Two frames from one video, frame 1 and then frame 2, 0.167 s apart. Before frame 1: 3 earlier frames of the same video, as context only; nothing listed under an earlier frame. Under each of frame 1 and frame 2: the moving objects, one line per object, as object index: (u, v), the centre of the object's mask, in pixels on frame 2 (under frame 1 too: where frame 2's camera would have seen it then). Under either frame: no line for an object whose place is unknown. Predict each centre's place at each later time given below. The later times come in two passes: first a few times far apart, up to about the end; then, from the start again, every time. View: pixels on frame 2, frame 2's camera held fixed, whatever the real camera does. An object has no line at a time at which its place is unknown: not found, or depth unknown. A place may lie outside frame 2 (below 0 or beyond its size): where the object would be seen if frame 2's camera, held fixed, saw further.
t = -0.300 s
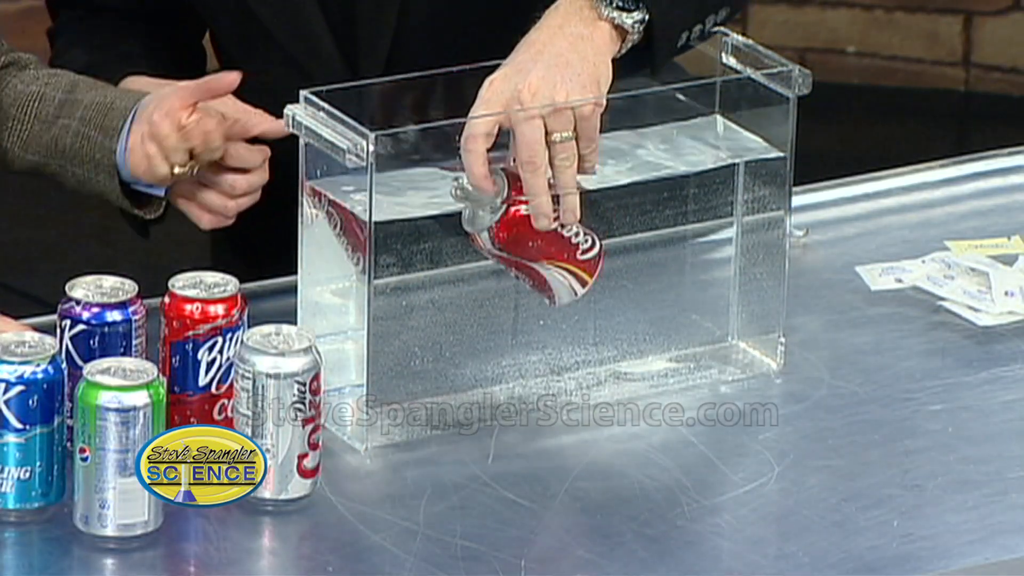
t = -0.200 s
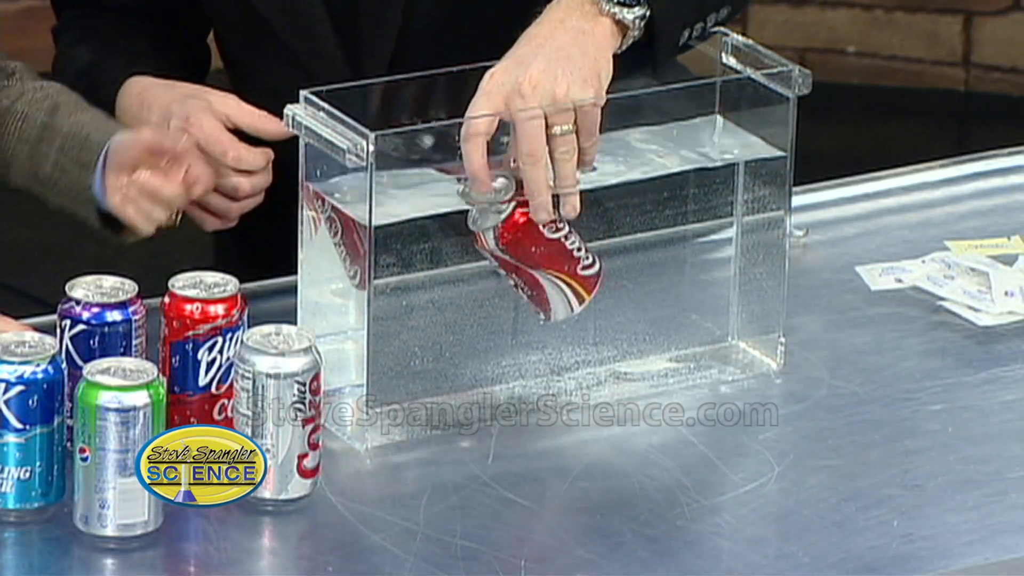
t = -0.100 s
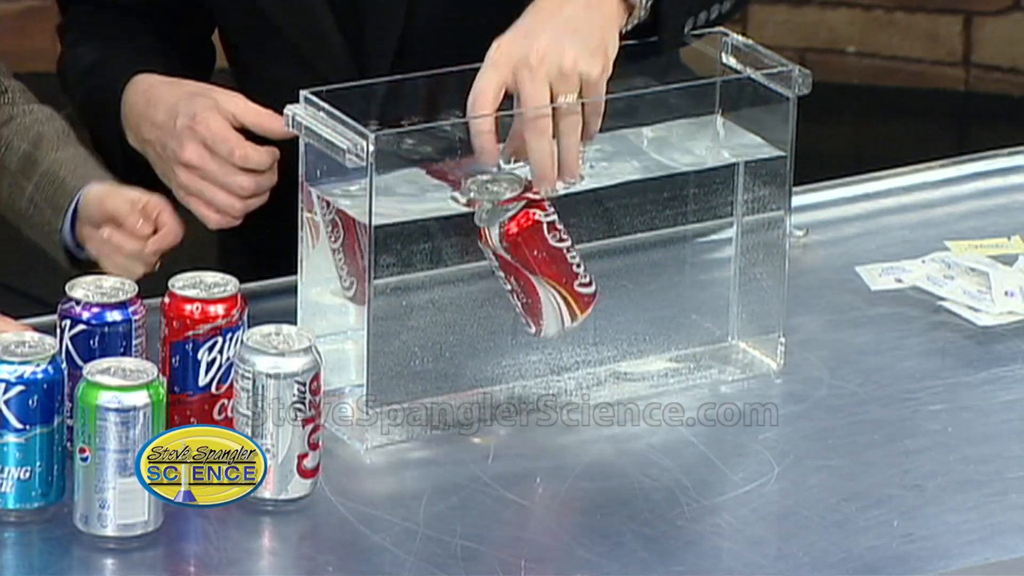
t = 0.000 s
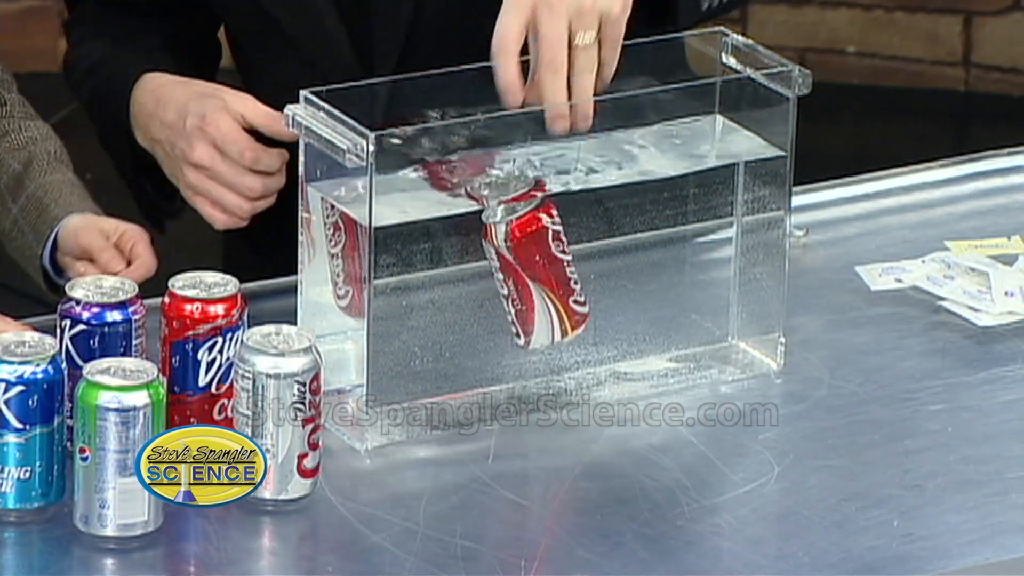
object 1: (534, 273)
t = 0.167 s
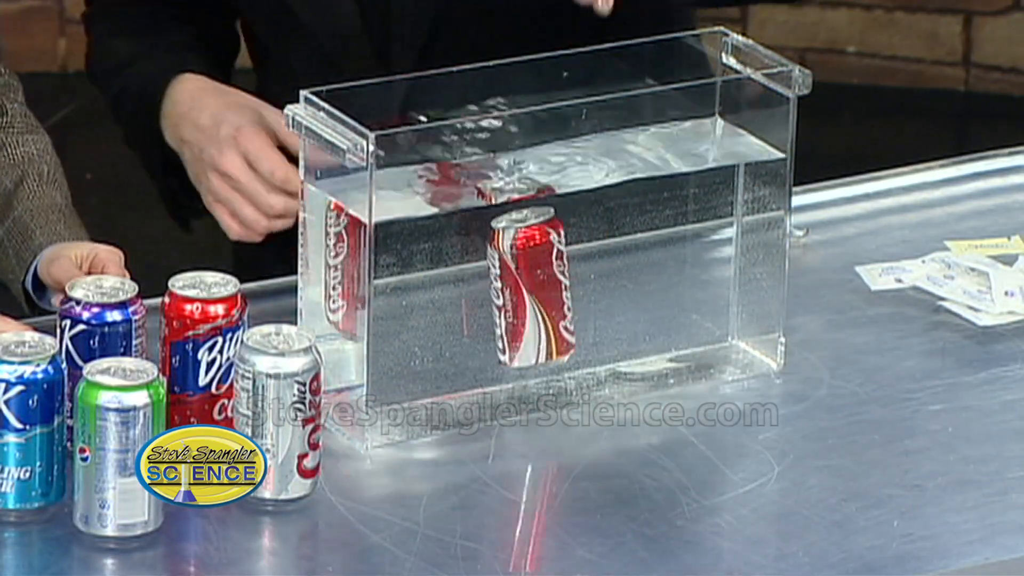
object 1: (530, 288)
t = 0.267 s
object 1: (528, 299)
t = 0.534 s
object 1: (526, 311)
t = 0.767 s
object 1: (522, 305)
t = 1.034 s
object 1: (518, 301)
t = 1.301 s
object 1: (517, 300)
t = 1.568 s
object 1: (514, 301)
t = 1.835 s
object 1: (511, 303)
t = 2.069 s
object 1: (510, 308)
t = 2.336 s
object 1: (507, 315)
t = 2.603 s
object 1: (505, 318)
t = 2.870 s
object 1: (504, 317)
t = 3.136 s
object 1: (500, 318)
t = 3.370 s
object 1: (500, 318)
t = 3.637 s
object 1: (499, 319)
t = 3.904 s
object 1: (498, 319)
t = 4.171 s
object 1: (498, 319)
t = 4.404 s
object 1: (498, 319)
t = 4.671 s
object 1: (497, 319)
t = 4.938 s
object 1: (497, 319)
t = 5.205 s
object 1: (497, 319)
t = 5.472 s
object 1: (497, 319)
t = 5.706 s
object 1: (497, 319)
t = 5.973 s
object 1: (497, 319)
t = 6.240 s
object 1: (497, 319)
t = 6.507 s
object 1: (497, 319)
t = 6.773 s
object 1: (497, 319)
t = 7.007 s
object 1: (497, 319)
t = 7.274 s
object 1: (497, 319)
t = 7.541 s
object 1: (497, 319)
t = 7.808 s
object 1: (497, 319)
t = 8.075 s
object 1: (497, 319)
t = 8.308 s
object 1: (497, 319)
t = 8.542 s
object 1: (496, 319)
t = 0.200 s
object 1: (529, 292)
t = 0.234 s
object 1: (529, 296)
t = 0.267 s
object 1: (528, 299)
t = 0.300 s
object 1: (528, 302)
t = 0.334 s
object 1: (528, 305)
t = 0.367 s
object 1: (527, 308)
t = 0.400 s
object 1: (527, 311)
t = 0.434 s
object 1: (526, 315)
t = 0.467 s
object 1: (526, 313)
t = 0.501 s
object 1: (526, 312)
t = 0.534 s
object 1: (526, 311)
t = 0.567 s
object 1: (525, 310)
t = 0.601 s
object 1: (525, 309)
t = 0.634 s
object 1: (524, 308)
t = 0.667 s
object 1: (523, 308)
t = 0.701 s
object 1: (523, 307)
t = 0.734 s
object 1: (522, 306)
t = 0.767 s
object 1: (522, 305)
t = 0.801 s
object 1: (521, 305)
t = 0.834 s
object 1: (520, 304)
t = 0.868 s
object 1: (520, 303)
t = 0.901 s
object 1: (520, 302)
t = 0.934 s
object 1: (519, 302)
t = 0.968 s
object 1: (519, 301)
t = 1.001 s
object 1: (519, 301)
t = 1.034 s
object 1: (518, 301)
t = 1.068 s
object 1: (518, 301)
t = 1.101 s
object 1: (518, 301)
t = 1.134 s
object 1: (518, 300)
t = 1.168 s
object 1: (517, 301)
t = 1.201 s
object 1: (517, 300)
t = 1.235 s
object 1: (517, 300)
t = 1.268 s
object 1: (517, 300)
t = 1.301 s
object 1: (517, 300)
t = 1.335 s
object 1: (517, 299)
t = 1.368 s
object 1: (517, 300)
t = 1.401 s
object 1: (516, 300)
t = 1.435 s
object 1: (516, 300)
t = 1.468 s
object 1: (515, 300)
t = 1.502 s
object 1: (515, 300)
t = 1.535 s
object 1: (514, 300)
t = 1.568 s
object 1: (514, 301)
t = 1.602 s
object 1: (513, 301)
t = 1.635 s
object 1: (513, 301)
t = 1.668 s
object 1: (512, 302)
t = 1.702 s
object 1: (512, 302)
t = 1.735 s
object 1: (512, 302)
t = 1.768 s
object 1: (512, 302)
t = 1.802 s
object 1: (511, 303)
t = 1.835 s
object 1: (511, 303)
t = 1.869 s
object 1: (511, 304)
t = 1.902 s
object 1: (511, 304)
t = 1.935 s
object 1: (511, 305)
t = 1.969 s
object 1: (511, 306)
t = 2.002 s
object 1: (511, 306)
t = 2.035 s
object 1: (510, 307)
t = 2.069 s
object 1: (510, 308)
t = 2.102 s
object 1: (510, 308)
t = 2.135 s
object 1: (509, 310)
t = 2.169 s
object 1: (509, 311)
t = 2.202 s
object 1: (508, 311)
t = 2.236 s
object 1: (508, 312)
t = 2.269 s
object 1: (508, 313)
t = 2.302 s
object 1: (507, 314)
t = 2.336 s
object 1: (507, 315)
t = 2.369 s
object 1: (507, 316)
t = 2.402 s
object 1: (507, 317)
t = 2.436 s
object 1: (507, 318)
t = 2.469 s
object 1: (506, 318)
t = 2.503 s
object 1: (506, 318)
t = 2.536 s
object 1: (506, 318)
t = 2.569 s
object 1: (505, 318)
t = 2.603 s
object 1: (505, 318)
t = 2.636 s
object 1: (505, 318)
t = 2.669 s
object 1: (505, 317)
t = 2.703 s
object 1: (505, 317)
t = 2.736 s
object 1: (504, 317)
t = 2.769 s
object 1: (504, 317)
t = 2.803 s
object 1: (504, 317)
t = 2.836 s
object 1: (504, 317)
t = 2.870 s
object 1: (504, 317)
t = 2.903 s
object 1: (503, 317)
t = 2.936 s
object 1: (503, 317)
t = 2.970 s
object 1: (503, 317)
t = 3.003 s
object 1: (502, 317)
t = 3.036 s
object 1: (501, 318)
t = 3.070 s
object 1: (500, 318)
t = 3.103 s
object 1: (500, 318)
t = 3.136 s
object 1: (500, 318)
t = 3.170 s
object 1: (500, 318)
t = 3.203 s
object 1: (500, 318)
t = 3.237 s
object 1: (500, 318)
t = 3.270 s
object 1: (500, 318)
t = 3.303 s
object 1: (500, 318)
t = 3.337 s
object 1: (500, 318)
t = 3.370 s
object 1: (500, 318)
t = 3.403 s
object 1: (500, 318)
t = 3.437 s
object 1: (500, 318)
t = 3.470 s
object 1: (500, 318)
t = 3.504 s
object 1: (500, 318)
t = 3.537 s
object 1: (499, 319)
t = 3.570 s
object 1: (499, 319)
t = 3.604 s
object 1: (499, 319)
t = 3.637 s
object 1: (499, 319)
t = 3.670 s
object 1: (499, 319)
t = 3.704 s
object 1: (498, 319)
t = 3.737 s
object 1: (498, 319)
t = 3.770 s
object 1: (498, 319)
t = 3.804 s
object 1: (498, 319)
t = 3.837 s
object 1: (498, 319)
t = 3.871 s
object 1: (498, 319)
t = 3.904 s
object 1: (498, 319)
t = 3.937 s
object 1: (498, 319)
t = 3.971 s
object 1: (498, 319)
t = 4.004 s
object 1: (498, 319)
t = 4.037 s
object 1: (498, 319)
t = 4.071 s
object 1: (498, 319)
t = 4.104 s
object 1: (498, 319)
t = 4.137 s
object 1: (498, 319)
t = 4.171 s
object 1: (498, 319)
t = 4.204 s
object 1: (498, 319)
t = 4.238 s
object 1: (498, 319)
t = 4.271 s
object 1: (498, 319)
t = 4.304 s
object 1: (498, 319)
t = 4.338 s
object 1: (498, 319)
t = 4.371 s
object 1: (498, 319)
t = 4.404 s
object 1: (498, 319)
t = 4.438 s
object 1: (498, 319)
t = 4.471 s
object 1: (498, 319)
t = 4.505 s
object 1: (497, 319)
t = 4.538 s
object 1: (497, 319)
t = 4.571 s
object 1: (497, 319)
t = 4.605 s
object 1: (497, 319)
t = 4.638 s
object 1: (497, 319)
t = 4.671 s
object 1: (497, 319)
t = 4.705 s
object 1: (497, 319)
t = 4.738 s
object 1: (498, 319)
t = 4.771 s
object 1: (498, 319)
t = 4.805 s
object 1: (498, 319)
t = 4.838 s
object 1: (498, 319)
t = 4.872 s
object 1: (498, 319)
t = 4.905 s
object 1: (498, 319)
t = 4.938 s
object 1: (497, 319)
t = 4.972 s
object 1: (497, 319)
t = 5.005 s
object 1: (497, 319)
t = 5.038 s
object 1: (497, 319)
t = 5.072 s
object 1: (497, 319)
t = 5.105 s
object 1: (497, 319)
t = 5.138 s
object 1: (497, 319)
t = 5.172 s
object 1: (497, 319)
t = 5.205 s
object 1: (497, 319)
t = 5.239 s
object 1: (497, 319)
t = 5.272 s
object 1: (497, 319)
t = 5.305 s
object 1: (497, 319)
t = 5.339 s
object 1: (497, 319)
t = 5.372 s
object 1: (497, 319)
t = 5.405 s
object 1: (497, 319)
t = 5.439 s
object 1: (497, 319)
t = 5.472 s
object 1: (497, 319)
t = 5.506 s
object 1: (497, 319)
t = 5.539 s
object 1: (497, 319)
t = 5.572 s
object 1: (497, 319)
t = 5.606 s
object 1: (497, 319)
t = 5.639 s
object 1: (497, 319)
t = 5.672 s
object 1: (497, 319)
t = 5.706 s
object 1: (497, 319)
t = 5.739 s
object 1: (497, 319)
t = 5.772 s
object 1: (497, 319)
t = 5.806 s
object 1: (497, 319)
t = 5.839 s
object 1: (497, 319)
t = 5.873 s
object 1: (497, 319)
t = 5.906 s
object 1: (497, 319)
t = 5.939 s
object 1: (497, 319)
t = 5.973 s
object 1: (497, 319)
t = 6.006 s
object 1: (497, 319)
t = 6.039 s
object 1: (497, 319)
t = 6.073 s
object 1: (497, 319)
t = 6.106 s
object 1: (497, 319)
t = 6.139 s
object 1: (497, 319)
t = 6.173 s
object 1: (497, 319)
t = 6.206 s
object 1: (497, 319)
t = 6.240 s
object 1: (497, 319)
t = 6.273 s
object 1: (497, 319)
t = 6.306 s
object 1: (497, 319)
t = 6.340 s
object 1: (497, 319)
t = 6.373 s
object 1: (497, 319)
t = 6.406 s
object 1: (497, 319)
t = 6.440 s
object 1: (497, 319)
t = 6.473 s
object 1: (497, 319)
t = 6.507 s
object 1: (497, 319)
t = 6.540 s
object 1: (497, 319)
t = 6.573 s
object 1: (497, 319)
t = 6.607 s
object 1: (497, 319)
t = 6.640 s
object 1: (497, 319)
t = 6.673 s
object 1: (497, 319)
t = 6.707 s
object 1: (497, 319)
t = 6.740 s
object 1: (497, 319)
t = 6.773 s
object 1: (497, 319)
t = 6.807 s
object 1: (497, 319)
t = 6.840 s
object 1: (497, 319)
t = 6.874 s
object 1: (497, 319)
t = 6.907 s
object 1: (497, 319)
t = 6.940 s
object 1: (497, 319)
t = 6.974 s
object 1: (497, 319)
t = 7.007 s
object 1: (497, 319)
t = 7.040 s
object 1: (497, 319)
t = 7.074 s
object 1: (497, 319)
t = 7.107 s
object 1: (497, 319)
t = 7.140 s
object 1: (497, 319)
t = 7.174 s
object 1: (497, 319)
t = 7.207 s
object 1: (497, 319)
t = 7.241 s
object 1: (497, 319)
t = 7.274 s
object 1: (497, 319)
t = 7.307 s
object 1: (497, 319)
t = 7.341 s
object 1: (497, 319)
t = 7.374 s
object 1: (497, 319)
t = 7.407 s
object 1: (497, 319)
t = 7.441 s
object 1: (497, 319)
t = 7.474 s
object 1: (497, 319)
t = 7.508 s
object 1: (497, 319)
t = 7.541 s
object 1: (497, 319)
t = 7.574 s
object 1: (497, 319)
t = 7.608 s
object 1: (497, 319)
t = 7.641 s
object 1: (497, 319)
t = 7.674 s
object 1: (497, 319)
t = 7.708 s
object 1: (497, 319)
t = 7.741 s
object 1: (497, 319)
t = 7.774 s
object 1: (497, 319)
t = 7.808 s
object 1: (497, 319)
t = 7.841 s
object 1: (497, 319)
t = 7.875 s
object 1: (497, 319)
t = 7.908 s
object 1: (497, 319)
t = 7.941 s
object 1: (497, 319)
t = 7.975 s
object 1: (497, 319)
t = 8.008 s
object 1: (497, 319)
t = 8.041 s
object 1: (497, 319)
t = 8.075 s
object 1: (497, 319)
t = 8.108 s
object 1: (497, 319)
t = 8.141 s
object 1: (497, 319)
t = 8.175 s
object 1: (497, 319)
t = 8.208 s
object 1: (497, 319)
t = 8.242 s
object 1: (497, 319)
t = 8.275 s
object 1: (497, 319)
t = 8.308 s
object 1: (497, 319)
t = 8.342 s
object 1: (497, 319)
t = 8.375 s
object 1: (497, 319)
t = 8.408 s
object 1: (497, 319)
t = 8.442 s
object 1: (497, 319)
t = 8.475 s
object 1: (497, 319)
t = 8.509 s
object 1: (497, 319)
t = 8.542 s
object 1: (496, 319)
